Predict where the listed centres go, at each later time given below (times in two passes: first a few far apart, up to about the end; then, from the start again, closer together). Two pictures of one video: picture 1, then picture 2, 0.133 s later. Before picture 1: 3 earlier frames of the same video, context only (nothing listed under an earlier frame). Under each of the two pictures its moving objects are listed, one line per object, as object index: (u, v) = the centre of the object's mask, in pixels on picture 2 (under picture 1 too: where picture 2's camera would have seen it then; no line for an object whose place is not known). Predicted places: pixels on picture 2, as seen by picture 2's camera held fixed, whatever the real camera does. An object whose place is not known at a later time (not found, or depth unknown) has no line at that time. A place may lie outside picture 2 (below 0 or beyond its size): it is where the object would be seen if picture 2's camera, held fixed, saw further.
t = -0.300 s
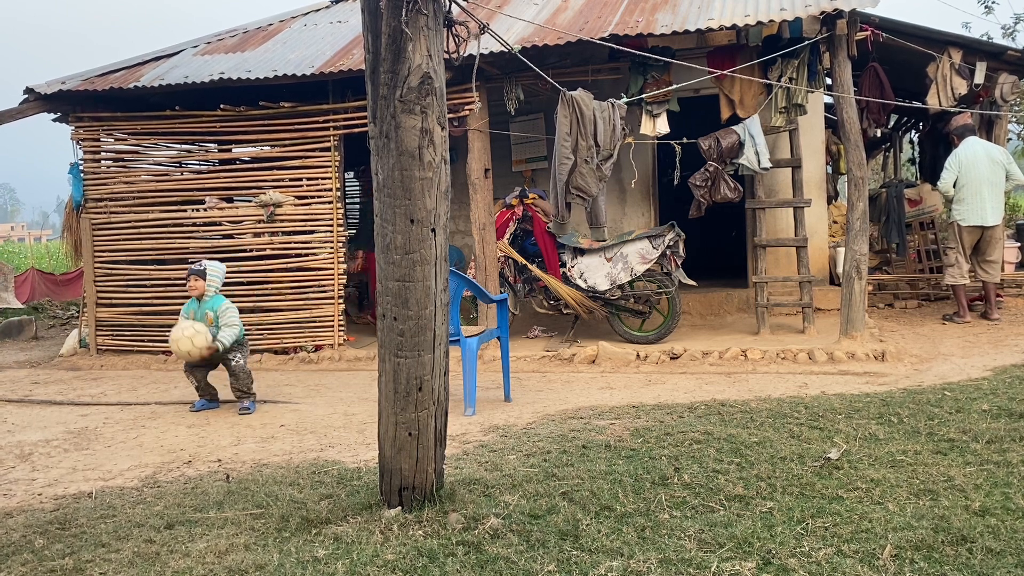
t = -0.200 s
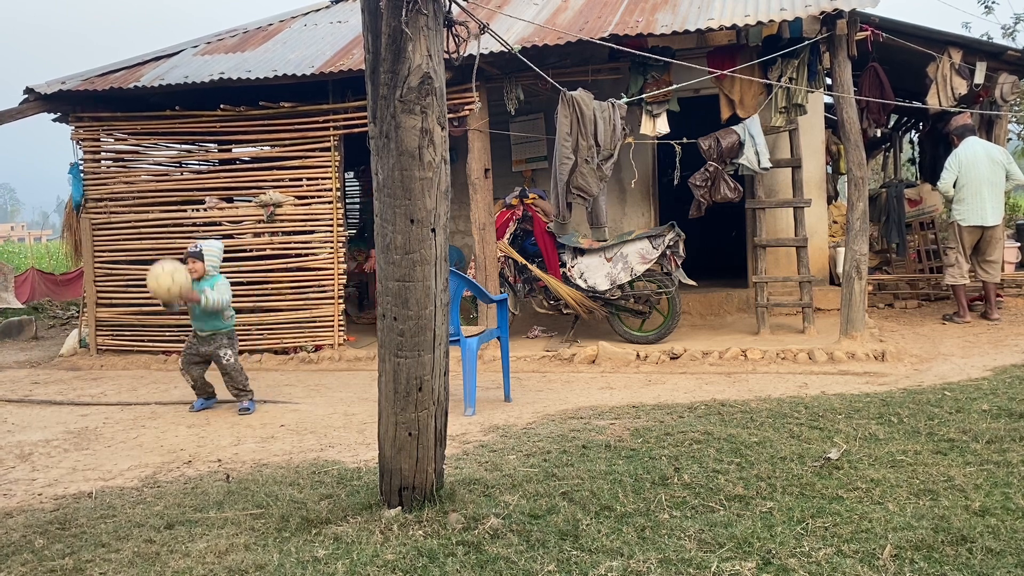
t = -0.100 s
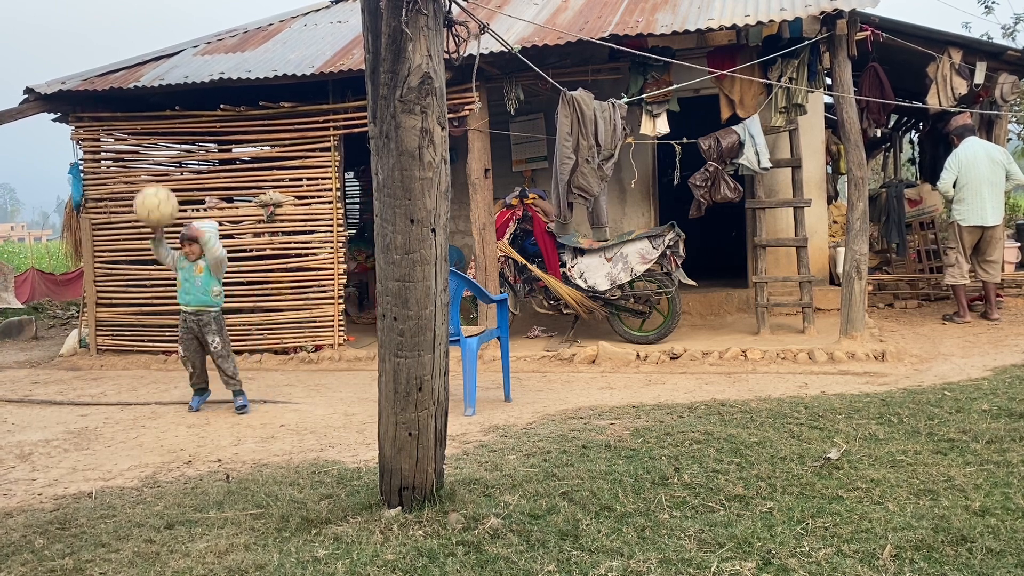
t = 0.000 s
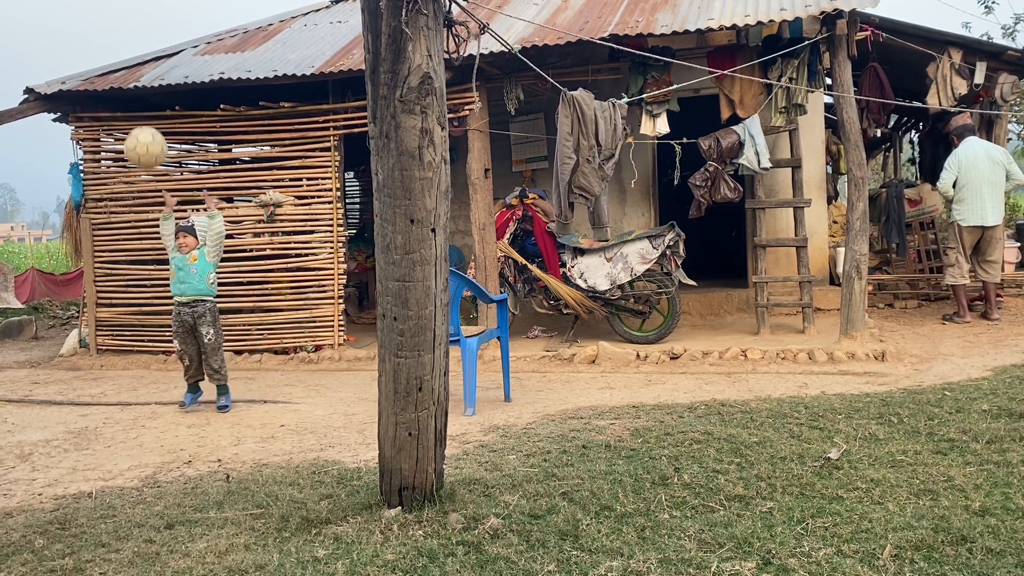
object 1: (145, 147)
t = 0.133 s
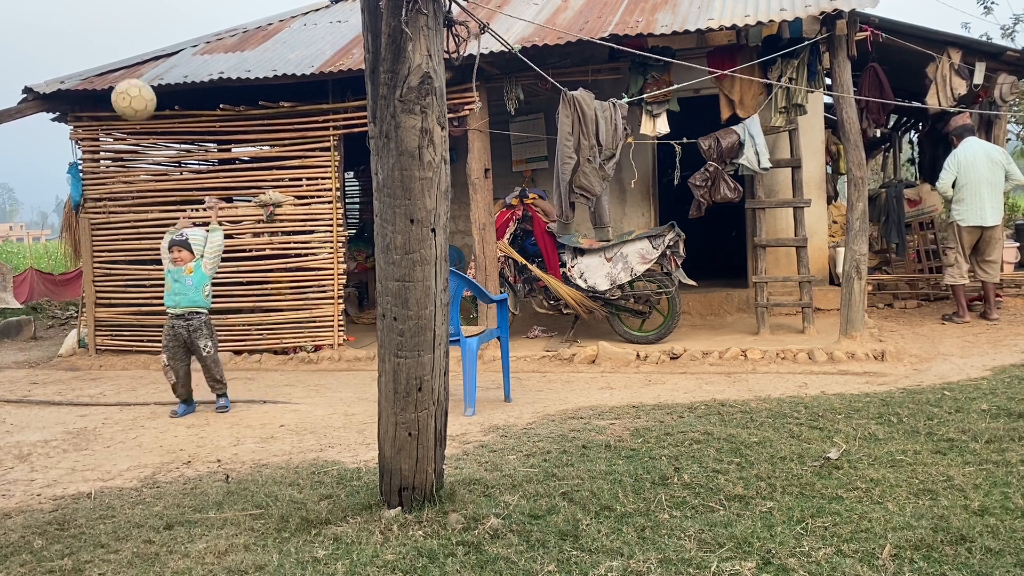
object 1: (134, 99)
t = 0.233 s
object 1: (127, 86)
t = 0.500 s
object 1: (120, 131)
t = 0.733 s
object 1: (124, 269)
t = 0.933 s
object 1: (122, 370)
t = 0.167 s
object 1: (131, 93)
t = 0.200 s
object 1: (129, 88)
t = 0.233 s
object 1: (127, 86)
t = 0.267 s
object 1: (126, 86)
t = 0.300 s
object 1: (125, 86)
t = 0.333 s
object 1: (124, 88)
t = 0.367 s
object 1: (122, 93)
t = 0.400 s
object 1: (122, 100)
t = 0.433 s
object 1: (121, 108)
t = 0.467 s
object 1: (121, 119)
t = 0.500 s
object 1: (120, 131)
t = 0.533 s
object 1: (121, 145)
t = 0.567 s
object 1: (121, 162)
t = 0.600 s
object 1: (121, 180)
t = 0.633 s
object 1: (122, 199)
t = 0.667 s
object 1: (122, 221)
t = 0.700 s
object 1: (123, 244)
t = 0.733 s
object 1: (124, 269)
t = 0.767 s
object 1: (125, 296)
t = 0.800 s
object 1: (126, 324)
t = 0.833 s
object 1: (126, 354)
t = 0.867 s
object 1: (128, 386)
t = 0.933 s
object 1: (122, 370)
